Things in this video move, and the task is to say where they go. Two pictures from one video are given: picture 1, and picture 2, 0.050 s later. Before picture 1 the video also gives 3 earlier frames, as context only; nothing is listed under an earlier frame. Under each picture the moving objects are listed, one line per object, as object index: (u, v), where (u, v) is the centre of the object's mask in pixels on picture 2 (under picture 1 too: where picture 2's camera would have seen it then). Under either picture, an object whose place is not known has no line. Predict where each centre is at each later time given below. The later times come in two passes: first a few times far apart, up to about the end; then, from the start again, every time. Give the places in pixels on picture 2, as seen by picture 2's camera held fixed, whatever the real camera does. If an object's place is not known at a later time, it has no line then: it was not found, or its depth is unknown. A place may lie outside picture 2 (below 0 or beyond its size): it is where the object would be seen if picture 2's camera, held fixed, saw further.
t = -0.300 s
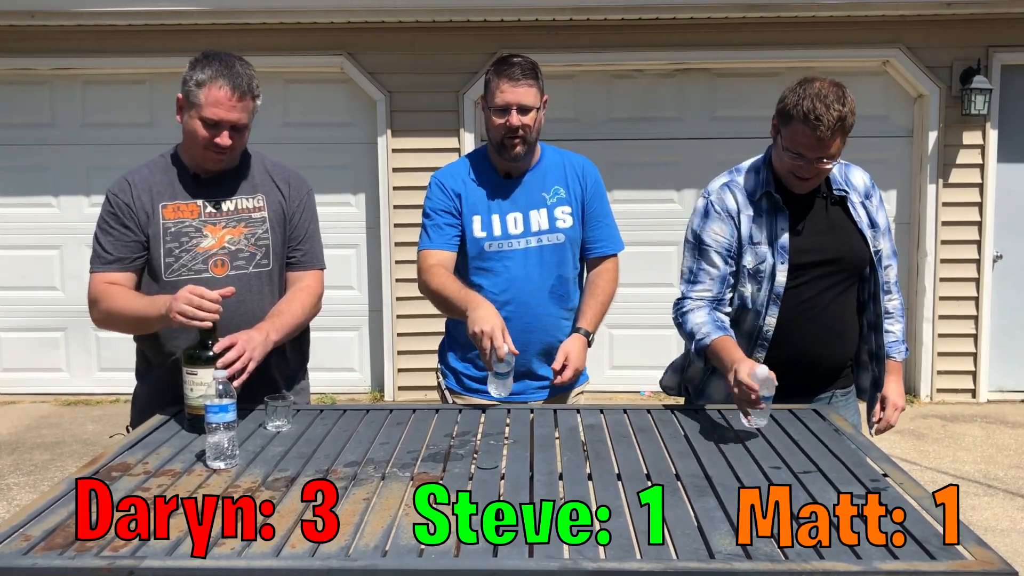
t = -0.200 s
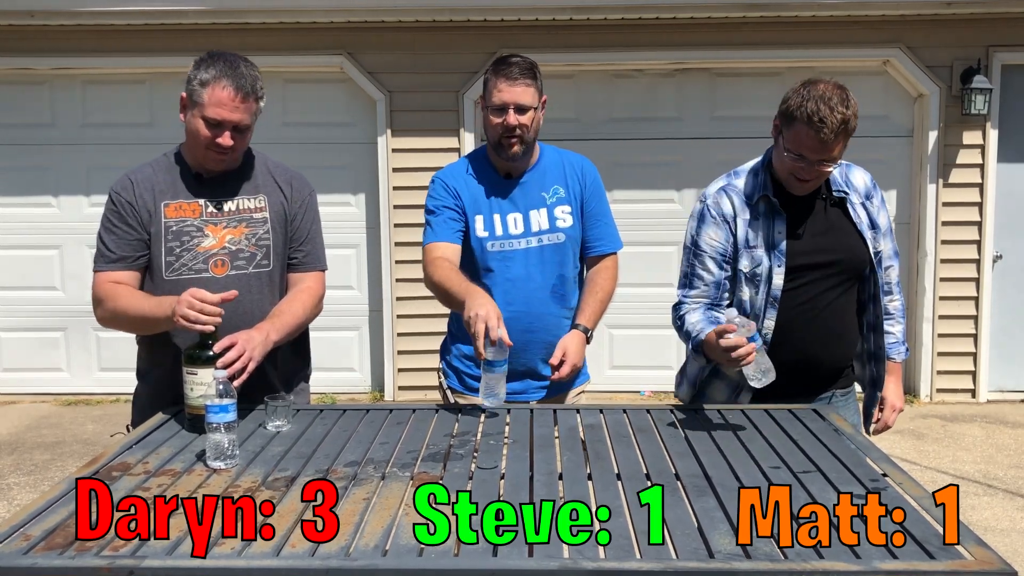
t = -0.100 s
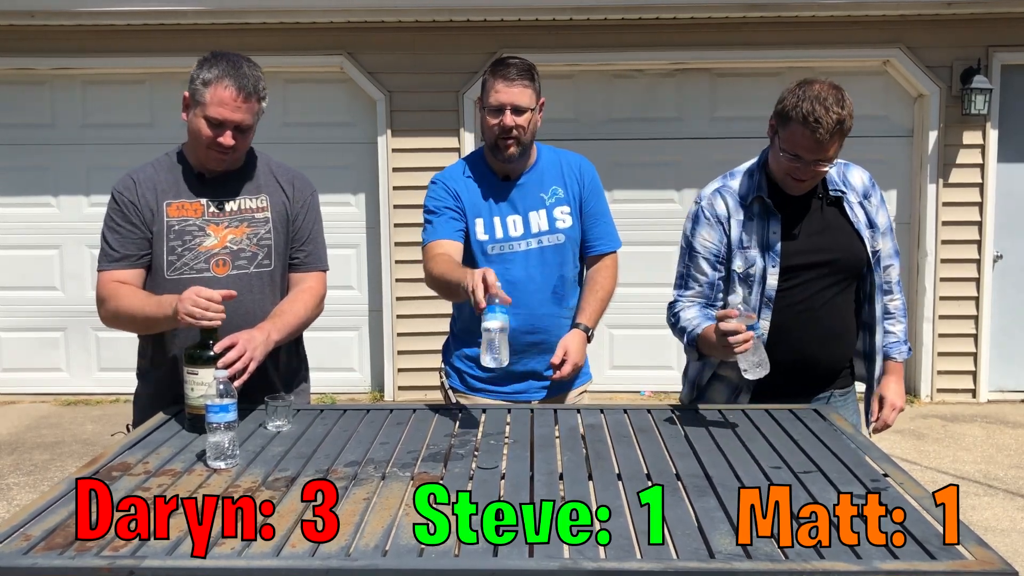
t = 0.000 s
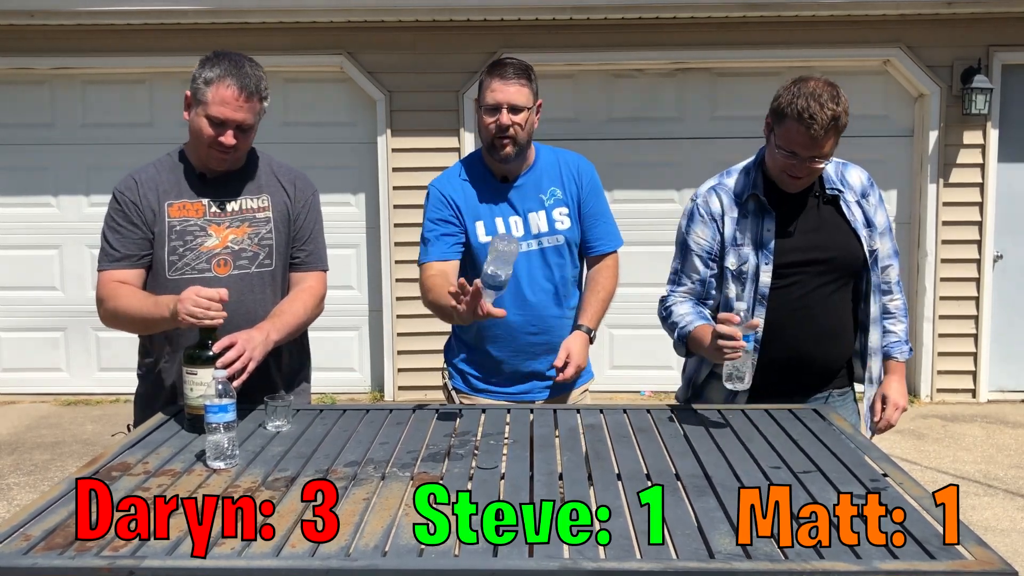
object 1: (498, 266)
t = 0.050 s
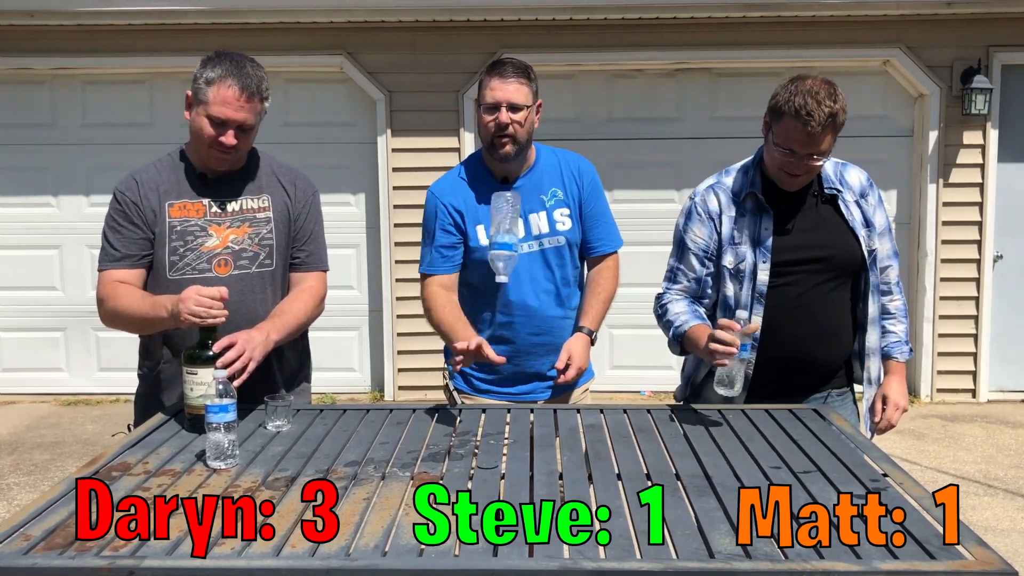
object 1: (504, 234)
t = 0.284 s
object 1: (528, 195)
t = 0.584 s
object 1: (582, 451)
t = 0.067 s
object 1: (506, 222)
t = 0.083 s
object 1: (508, 213)
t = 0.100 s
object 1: (510, 202)
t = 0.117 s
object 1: (511, 195)
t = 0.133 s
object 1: (513, 188)
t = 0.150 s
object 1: (515, 183)
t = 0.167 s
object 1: (516, 180)
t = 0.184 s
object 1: (518, 178)
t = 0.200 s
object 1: (519, 178)
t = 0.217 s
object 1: (521, 178)
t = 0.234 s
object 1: (523, 180)
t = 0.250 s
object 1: (525, 184)
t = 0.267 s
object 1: (526, 189)
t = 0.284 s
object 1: (528, 195)
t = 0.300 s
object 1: (530, 203)
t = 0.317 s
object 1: (533, 212)
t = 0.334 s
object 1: (534, 223)
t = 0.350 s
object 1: (536, 234)
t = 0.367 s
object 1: (539, 248)
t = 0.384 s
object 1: (541, 262)
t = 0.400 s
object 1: (544, 279)
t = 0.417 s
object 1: (546, 296)
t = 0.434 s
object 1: (549, 314)
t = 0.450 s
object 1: (551, 334)
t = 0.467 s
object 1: (554, 356)
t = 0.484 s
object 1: (556, 379)
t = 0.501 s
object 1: (559, 403)
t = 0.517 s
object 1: (561, 426)
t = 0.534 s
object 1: (567, 431)
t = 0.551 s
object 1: (572, 437)
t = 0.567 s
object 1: (577, 444)
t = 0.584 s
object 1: (582, 451)
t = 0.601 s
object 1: (584, 452)
